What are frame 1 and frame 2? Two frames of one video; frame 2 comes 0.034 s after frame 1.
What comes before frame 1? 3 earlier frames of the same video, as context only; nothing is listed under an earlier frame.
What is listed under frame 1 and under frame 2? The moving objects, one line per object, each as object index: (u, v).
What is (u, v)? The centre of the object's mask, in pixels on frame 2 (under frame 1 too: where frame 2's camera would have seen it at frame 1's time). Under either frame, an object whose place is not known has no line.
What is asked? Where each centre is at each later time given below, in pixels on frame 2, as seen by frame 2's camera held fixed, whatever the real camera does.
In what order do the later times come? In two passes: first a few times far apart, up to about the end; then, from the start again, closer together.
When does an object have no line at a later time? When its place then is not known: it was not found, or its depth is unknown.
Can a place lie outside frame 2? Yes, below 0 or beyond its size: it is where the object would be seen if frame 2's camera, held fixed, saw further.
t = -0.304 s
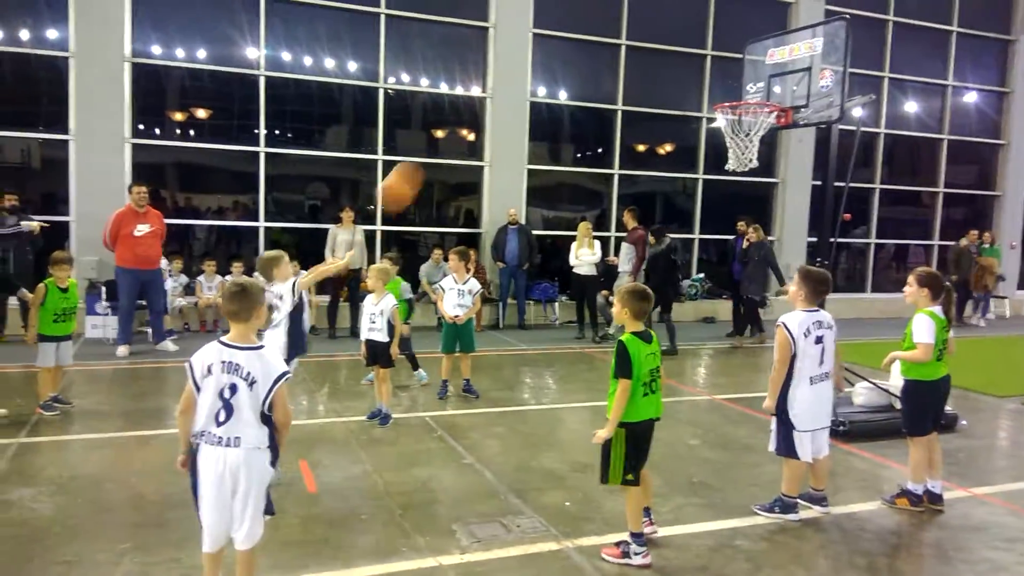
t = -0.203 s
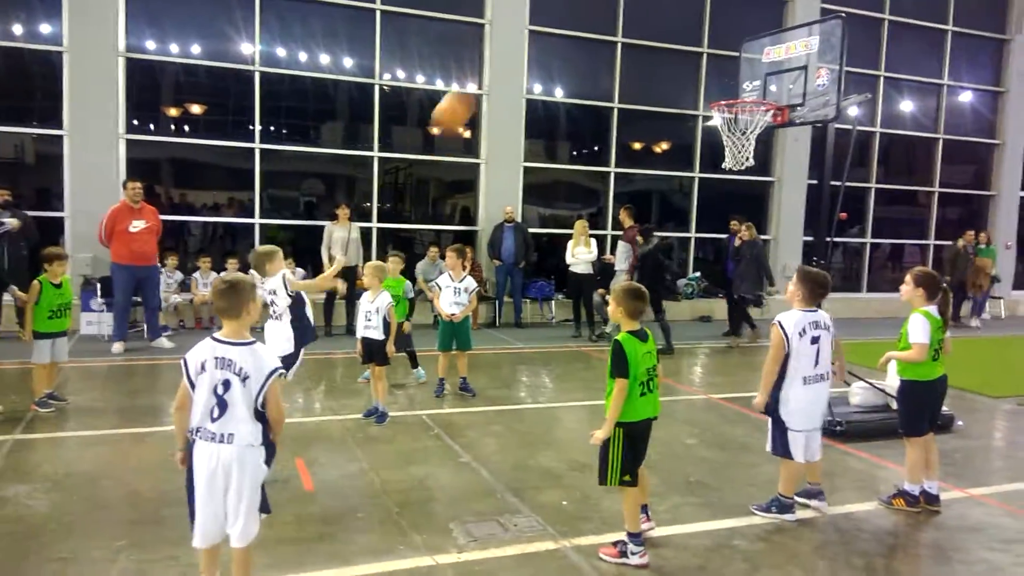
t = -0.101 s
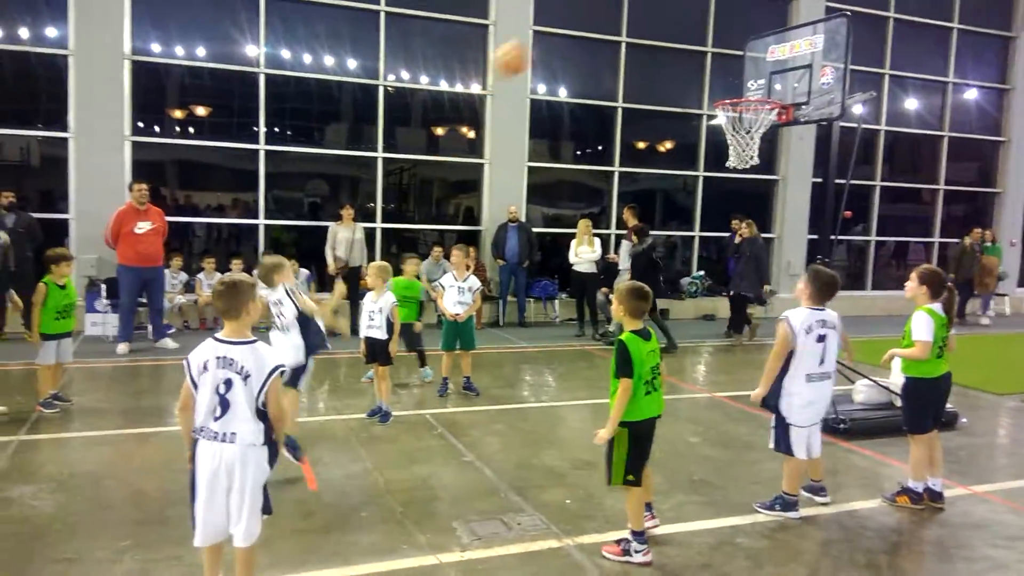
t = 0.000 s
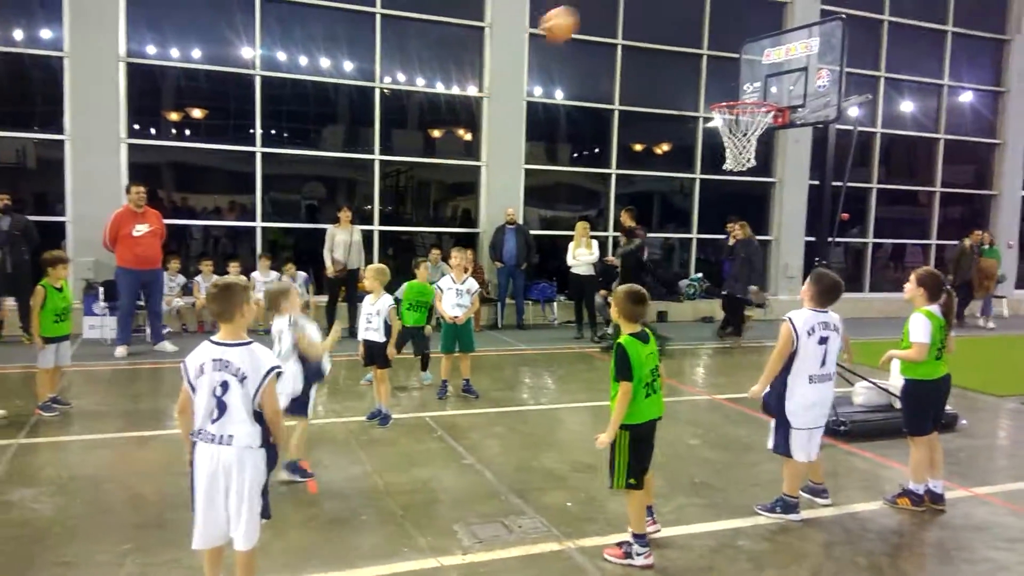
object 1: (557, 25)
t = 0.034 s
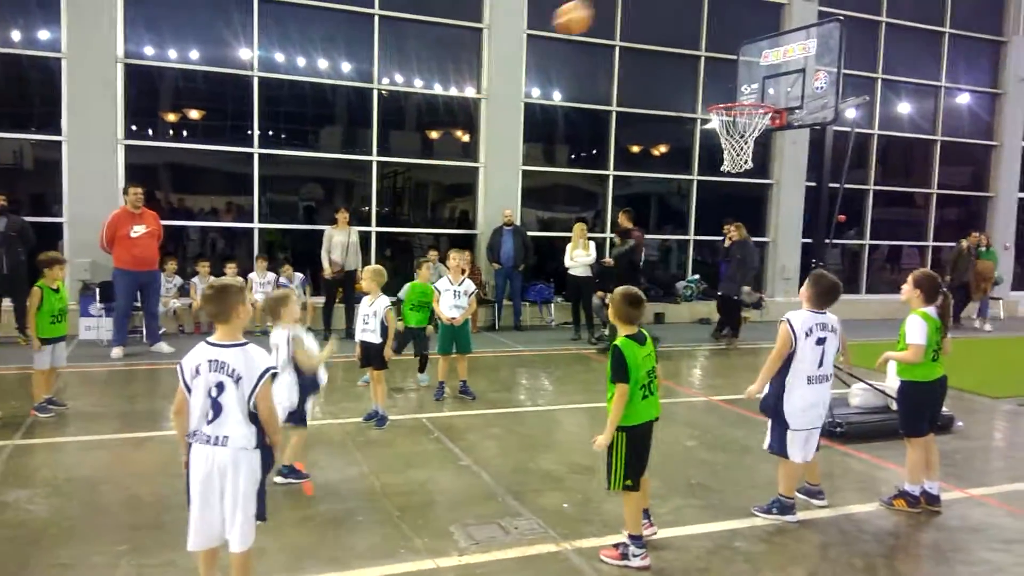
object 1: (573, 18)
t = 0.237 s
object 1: (664, 9)
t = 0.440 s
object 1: (740, 46)
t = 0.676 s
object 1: (777, 89)
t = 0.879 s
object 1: (768, 92)
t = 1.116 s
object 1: (753, 153)
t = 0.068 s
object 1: (589, 14)
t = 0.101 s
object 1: (604, 11)
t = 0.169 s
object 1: (635, 8)
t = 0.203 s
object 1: (649, 9)
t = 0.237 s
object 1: (664, 9)
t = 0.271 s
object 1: (677, 11)
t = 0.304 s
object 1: (688, 14)
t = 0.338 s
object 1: (703, 21)
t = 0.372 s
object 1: (717, 29)
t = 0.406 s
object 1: (728, 37)
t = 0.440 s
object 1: (740, 46)
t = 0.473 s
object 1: (751, 57)
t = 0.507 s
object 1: (763, 73)
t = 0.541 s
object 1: (775, 85)
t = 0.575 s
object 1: (784, 97)
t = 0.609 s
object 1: (782, 93)
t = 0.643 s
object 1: (779, 90)
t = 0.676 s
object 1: (777, 89)
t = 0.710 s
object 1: (776, 88)
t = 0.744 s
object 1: (773, 89)
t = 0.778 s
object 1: (771, 90)
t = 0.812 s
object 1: (771, 90)
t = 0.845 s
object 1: (769, 91)
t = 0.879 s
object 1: (768, 92)
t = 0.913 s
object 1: (765, 96)
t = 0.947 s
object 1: (763, 102)
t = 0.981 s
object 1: (762, 109)
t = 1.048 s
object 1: (758, 129)
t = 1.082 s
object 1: (755, 140)
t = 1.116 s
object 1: (753, 153)
